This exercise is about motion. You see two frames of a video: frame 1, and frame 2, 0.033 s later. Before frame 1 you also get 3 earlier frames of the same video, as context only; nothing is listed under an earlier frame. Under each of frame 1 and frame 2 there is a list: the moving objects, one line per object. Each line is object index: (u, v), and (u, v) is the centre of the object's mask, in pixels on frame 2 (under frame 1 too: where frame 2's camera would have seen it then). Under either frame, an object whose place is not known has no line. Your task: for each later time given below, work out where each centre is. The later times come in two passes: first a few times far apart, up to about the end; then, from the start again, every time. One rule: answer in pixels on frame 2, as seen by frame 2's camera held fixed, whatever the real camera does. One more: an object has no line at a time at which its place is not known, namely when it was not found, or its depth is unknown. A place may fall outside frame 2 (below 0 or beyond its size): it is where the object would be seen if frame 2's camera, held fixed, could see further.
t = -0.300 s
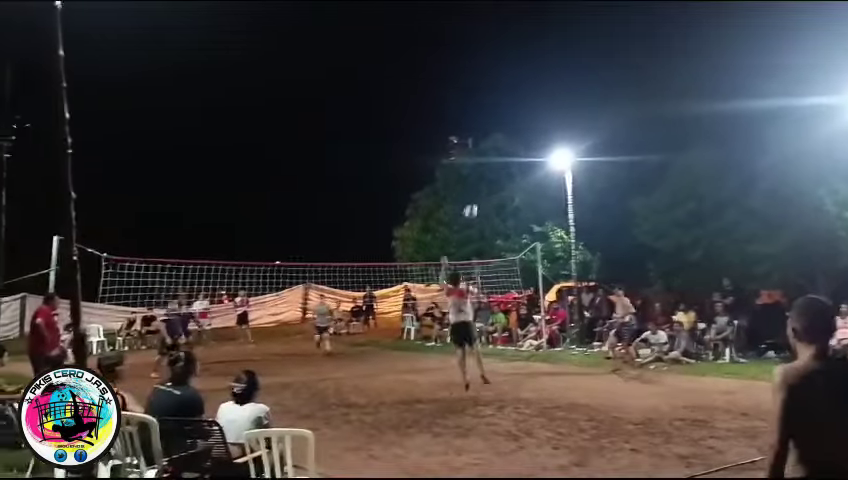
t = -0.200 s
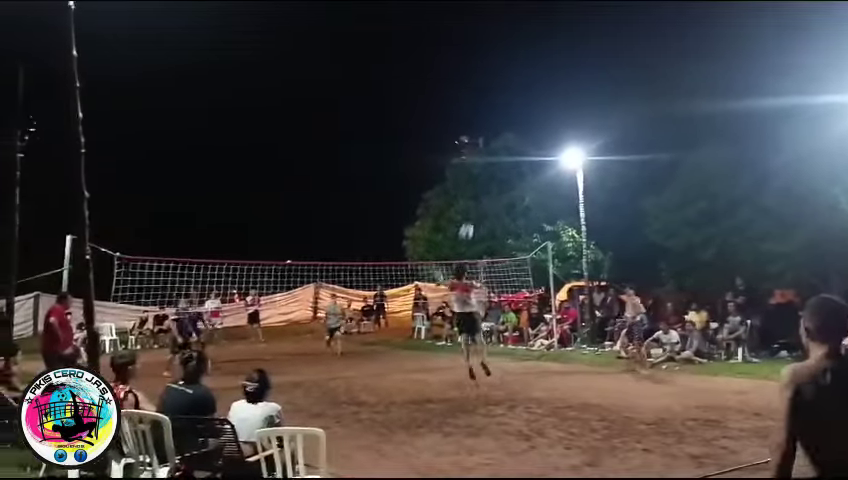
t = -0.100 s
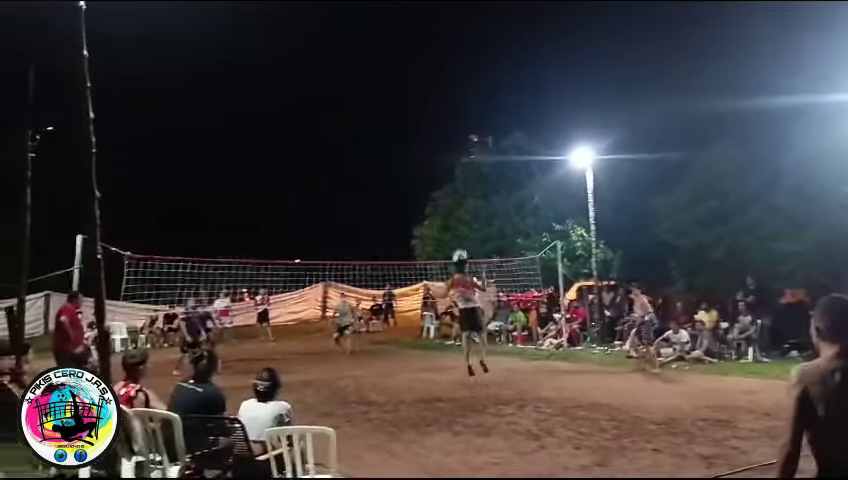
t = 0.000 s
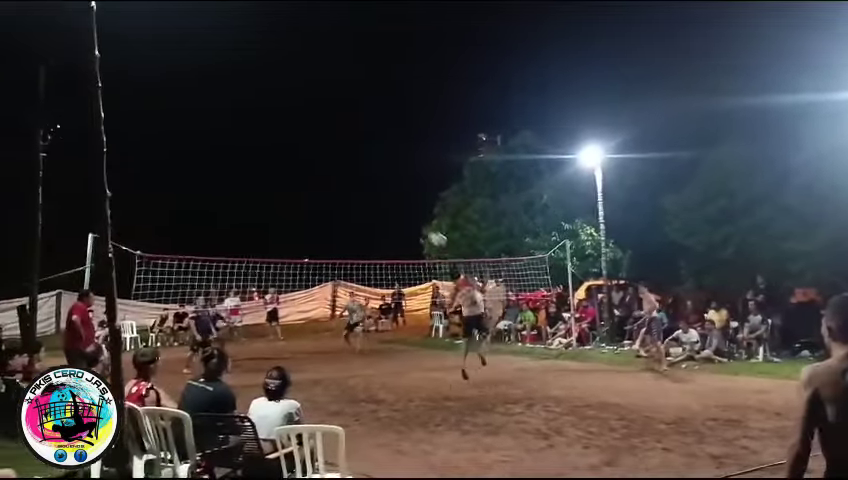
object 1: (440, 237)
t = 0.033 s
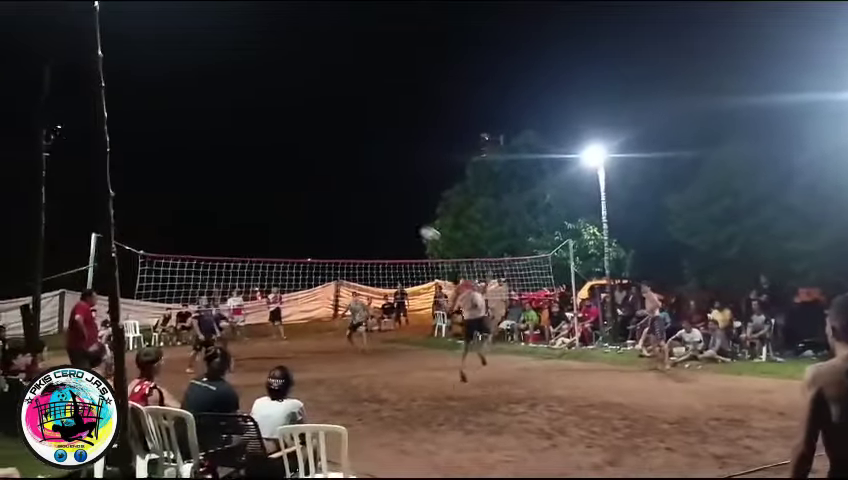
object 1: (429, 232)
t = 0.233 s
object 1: (376, 217)
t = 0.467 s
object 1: (325, 229)
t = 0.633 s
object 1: (294, 251)
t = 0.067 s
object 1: (419, 229)
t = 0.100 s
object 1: (410, 225)
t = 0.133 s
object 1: (401, 222)
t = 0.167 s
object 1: (392, 220)
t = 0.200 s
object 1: (384, 219)
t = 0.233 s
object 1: (376, 217)
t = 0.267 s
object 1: (368, 218)
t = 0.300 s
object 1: (360, 219)
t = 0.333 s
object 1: (353, 220)
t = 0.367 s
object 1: (346, 221)
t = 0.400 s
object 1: (338, 224)
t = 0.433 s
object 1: (332, 226)
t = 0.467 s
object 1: (325, 229)
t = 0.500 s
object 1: (319, 232)
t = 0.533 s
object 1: (312, 237)
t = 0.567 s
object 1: (306, 241)
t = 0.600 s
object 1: (300, 245)
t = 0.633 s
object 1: (294, 251)
